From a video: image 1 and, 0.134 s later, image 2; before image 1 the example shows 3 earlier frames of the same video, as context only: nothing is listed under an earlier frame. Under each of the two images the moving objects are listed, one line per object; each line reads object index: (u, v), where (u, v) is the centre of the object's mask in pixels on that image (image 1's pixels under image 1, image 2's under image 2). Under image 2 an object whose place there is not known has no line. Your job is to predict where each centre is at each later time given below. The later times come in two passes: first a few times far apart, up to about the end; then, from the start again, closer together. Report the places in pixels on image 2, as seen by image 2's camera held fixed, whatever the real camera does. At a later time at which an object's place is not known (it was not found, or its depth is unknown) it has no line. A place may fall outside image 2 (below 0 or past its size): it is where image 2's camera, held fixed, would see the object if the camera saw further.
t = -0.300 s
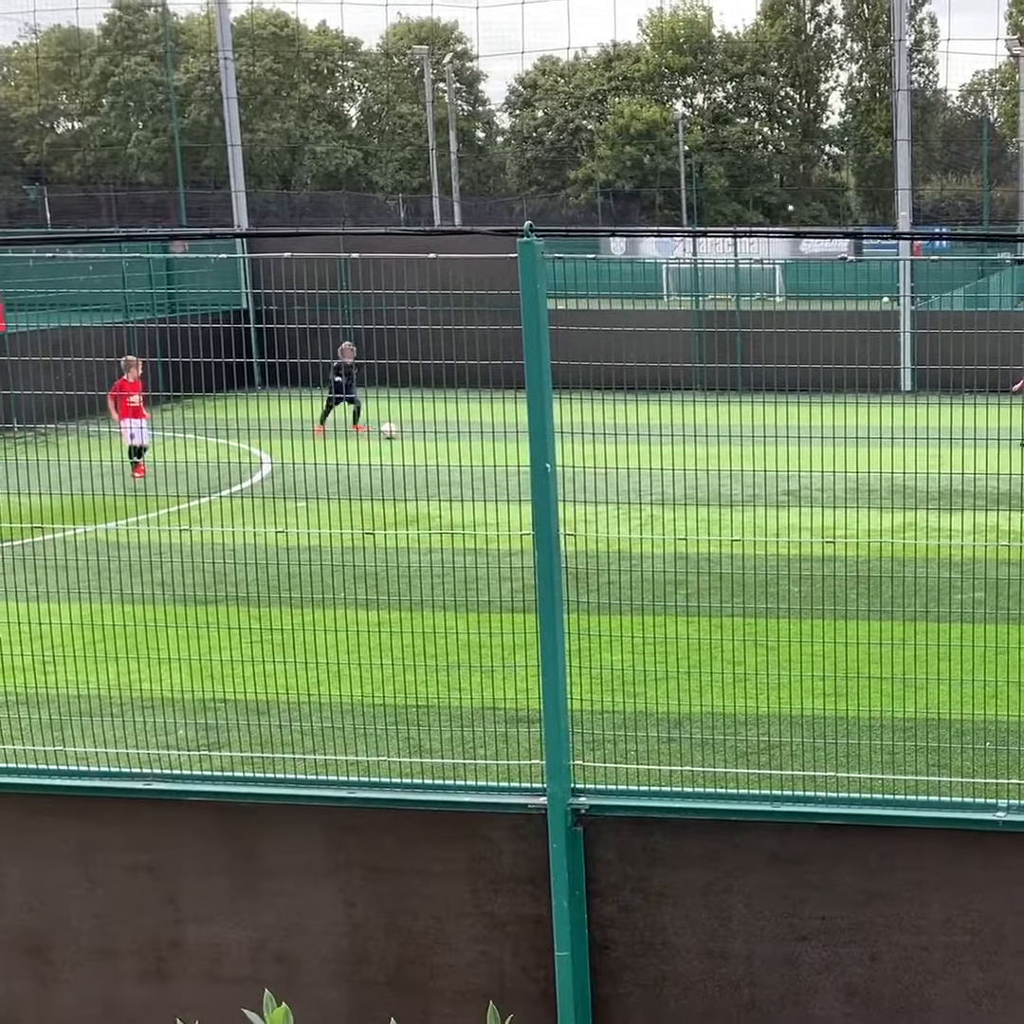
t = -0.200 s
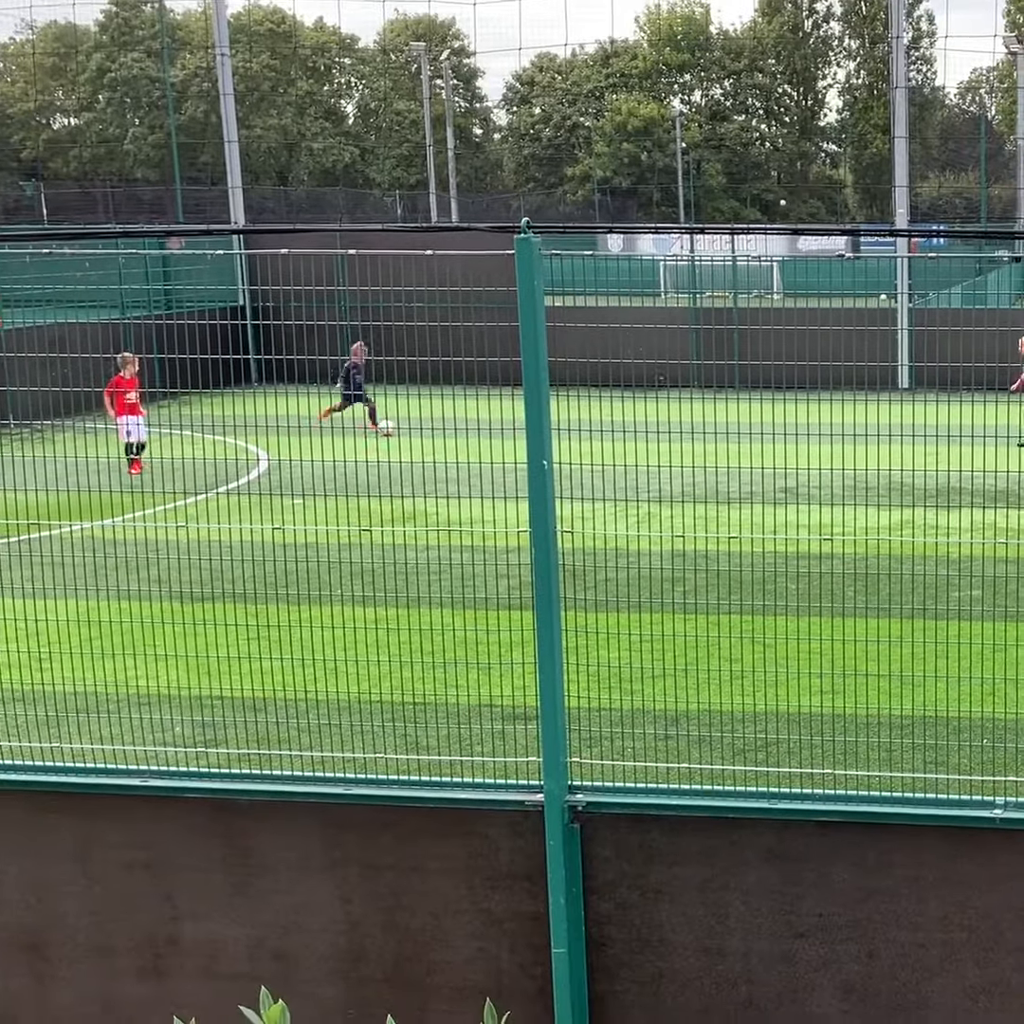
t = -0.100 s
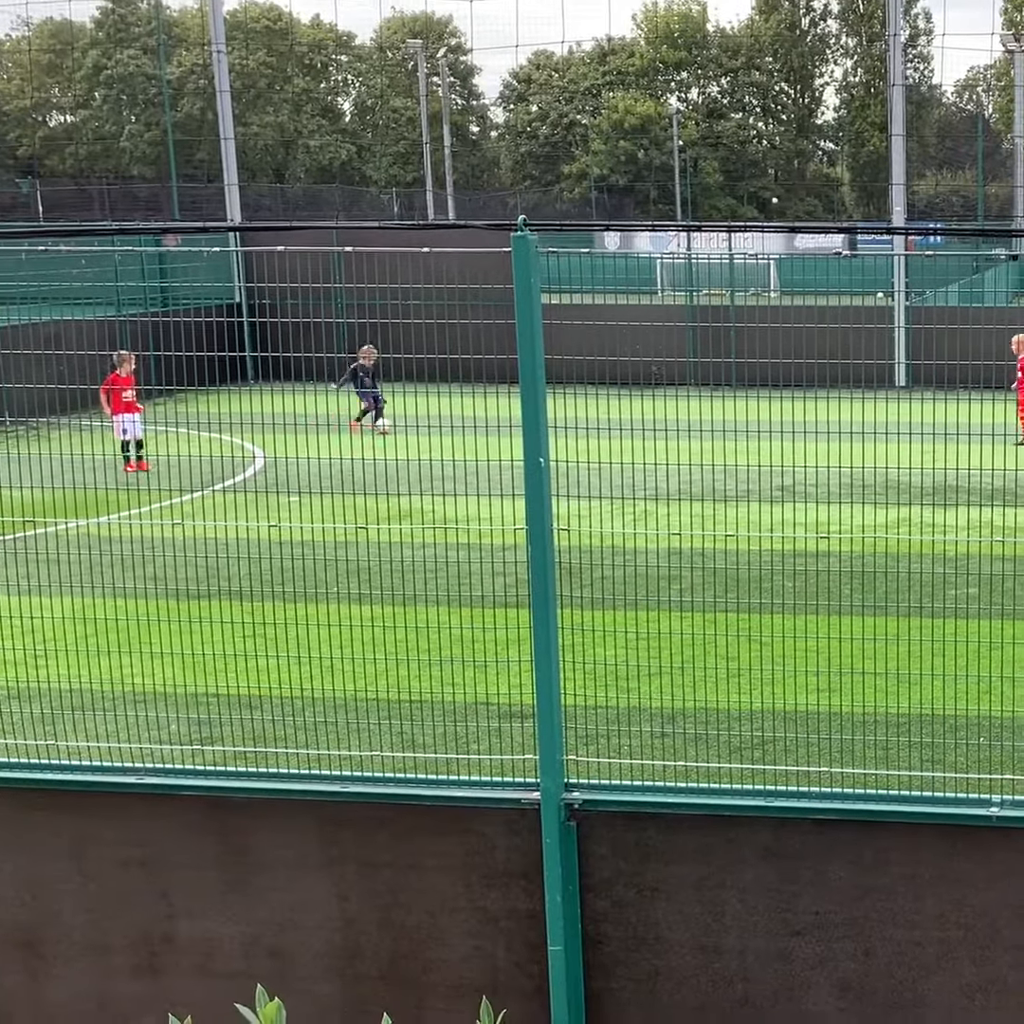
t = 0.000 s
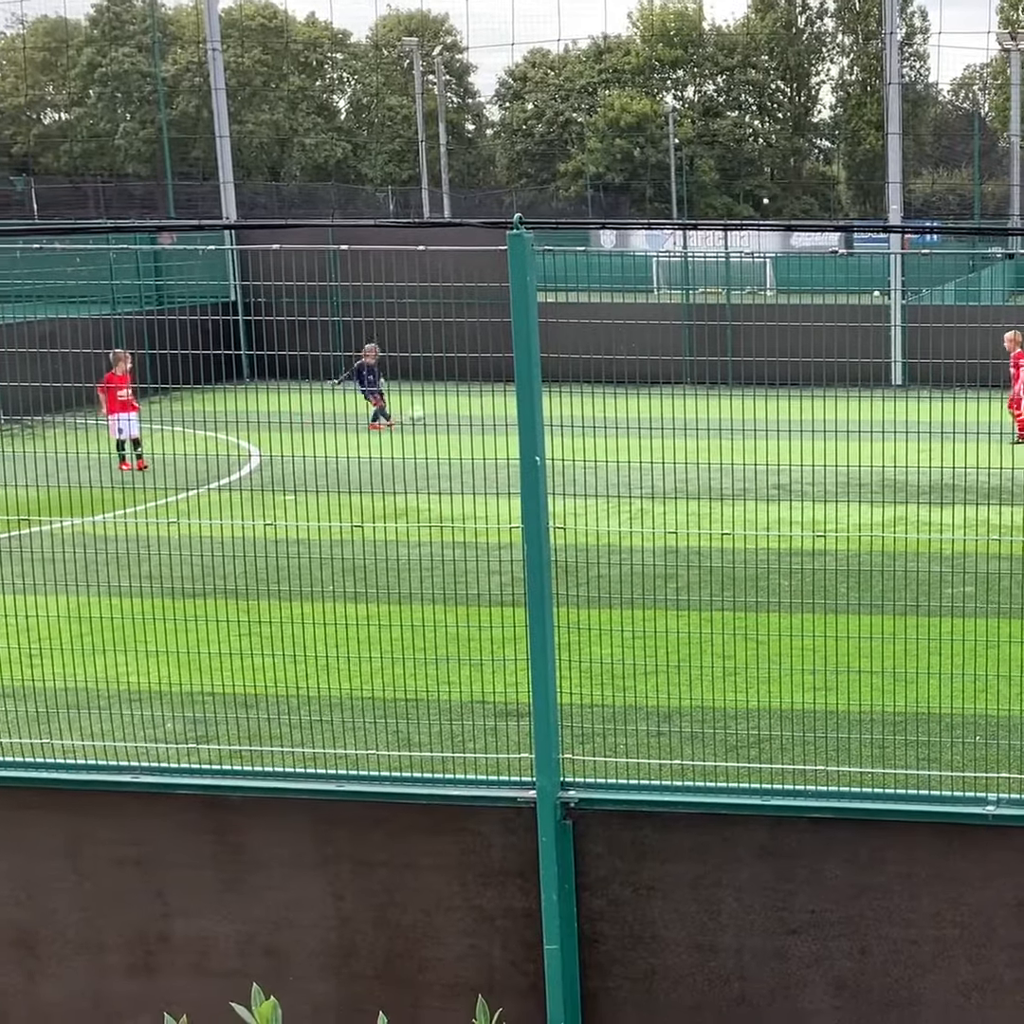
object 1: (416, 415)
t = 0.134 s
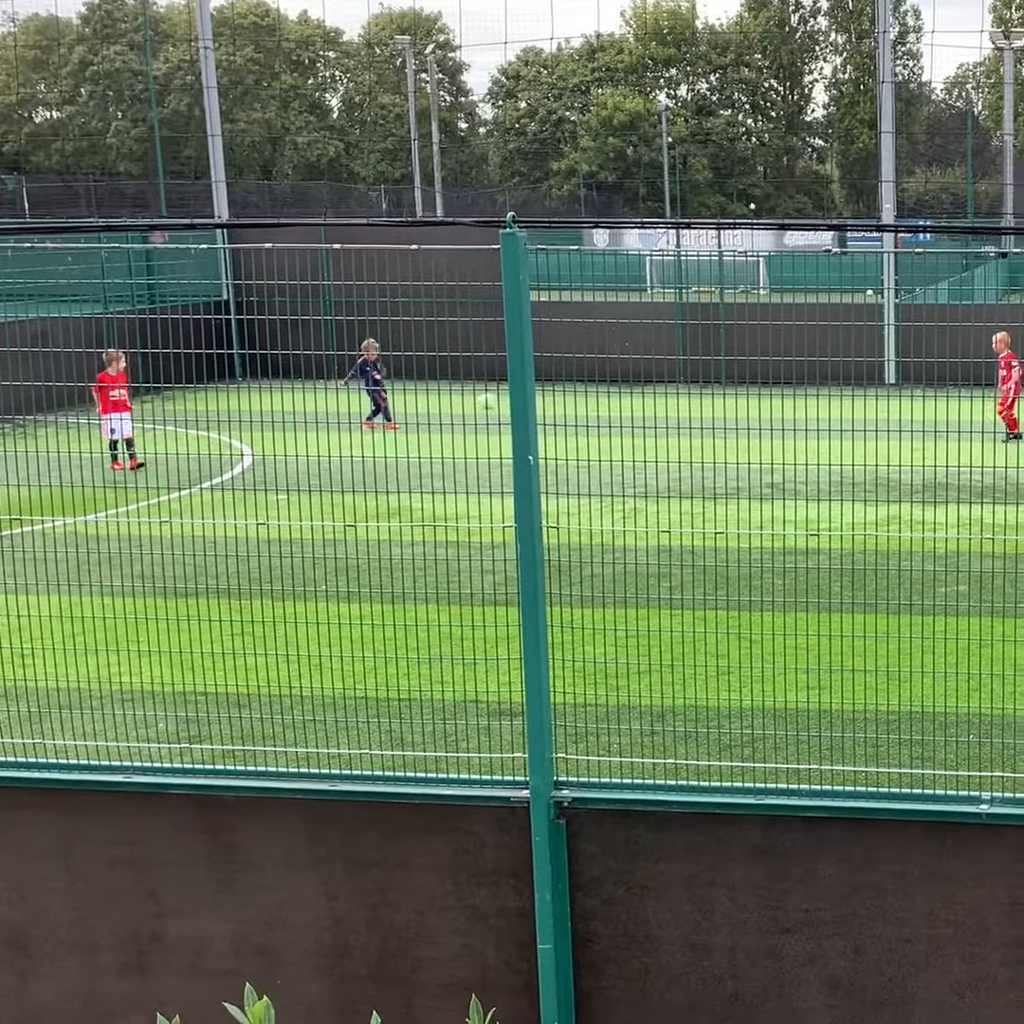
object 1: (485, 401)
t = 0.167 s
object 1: (504, 399)
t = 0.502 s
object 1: (713, 439)
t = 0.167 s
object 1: (504, 399)
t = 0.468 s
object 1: (695, 438)
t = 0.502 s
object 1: (713, 439)
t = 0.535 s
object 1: (728, 432)
